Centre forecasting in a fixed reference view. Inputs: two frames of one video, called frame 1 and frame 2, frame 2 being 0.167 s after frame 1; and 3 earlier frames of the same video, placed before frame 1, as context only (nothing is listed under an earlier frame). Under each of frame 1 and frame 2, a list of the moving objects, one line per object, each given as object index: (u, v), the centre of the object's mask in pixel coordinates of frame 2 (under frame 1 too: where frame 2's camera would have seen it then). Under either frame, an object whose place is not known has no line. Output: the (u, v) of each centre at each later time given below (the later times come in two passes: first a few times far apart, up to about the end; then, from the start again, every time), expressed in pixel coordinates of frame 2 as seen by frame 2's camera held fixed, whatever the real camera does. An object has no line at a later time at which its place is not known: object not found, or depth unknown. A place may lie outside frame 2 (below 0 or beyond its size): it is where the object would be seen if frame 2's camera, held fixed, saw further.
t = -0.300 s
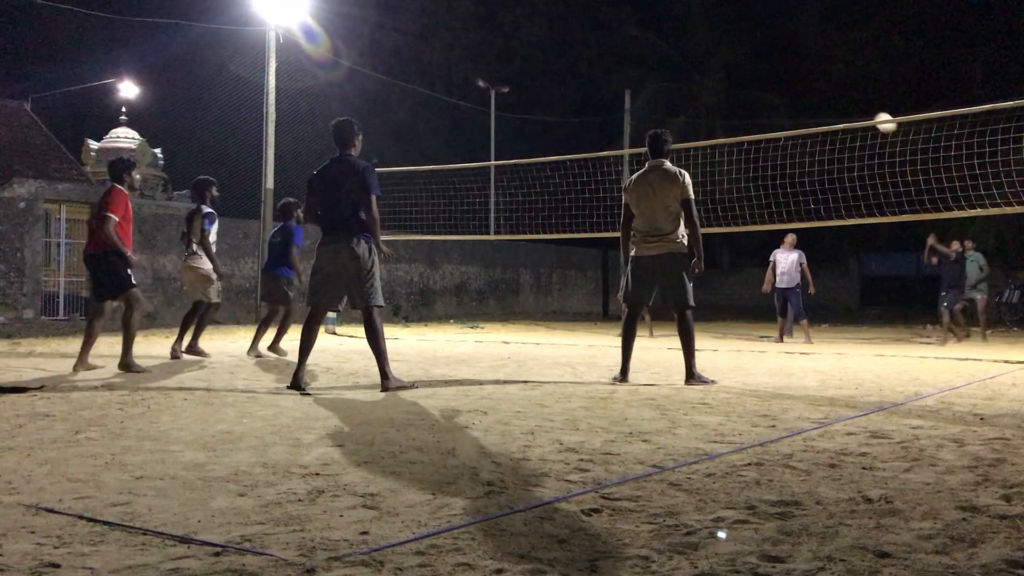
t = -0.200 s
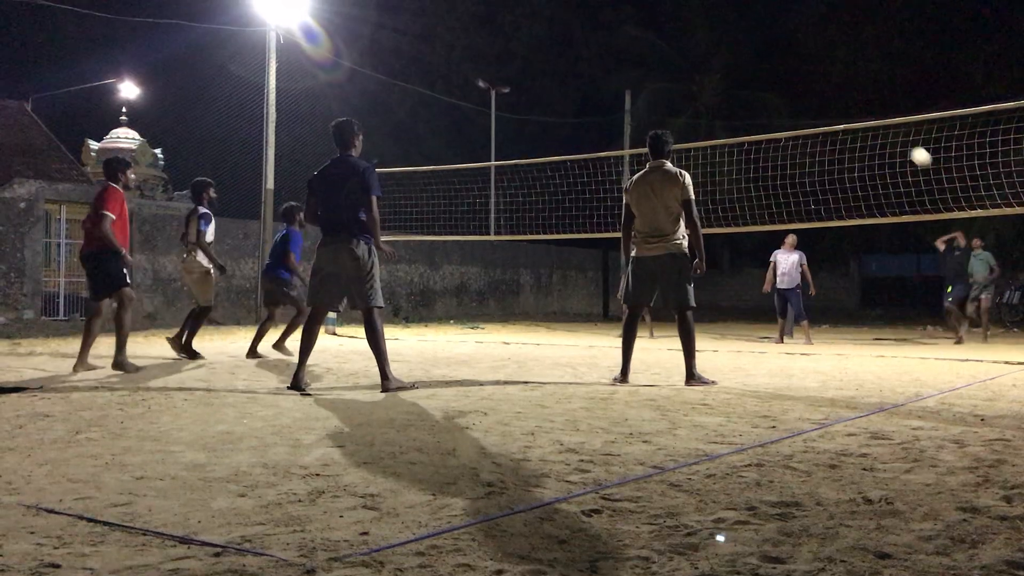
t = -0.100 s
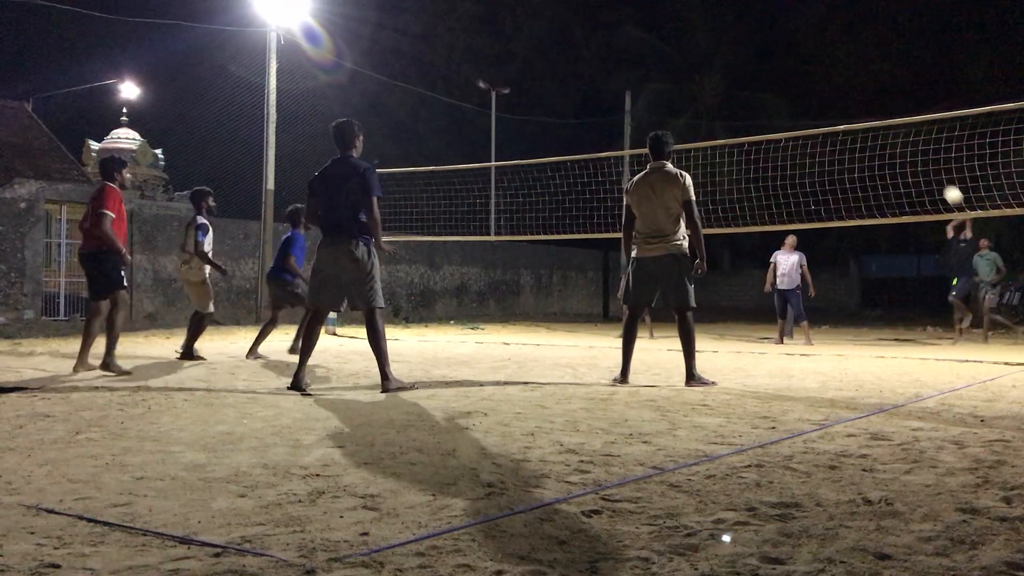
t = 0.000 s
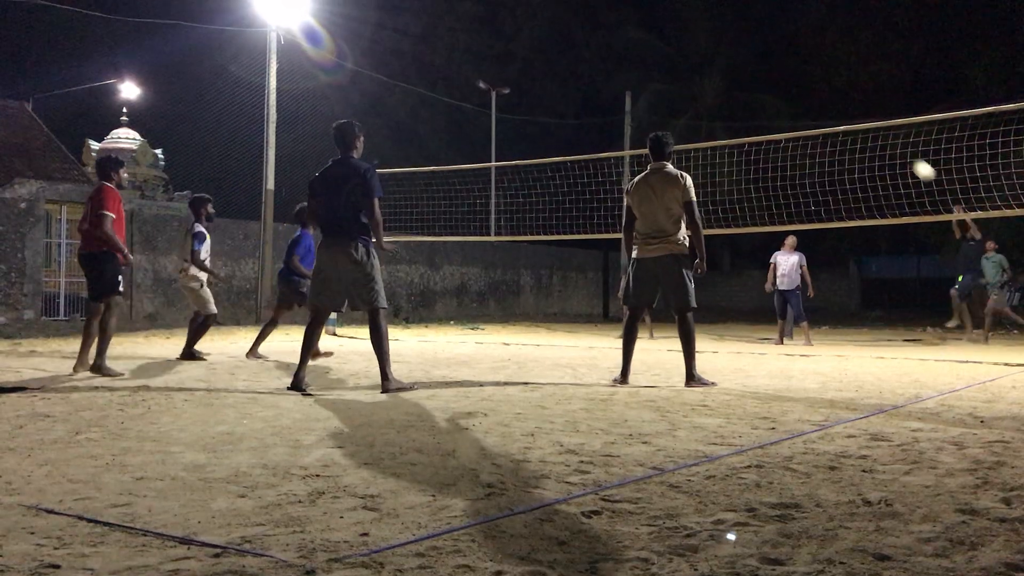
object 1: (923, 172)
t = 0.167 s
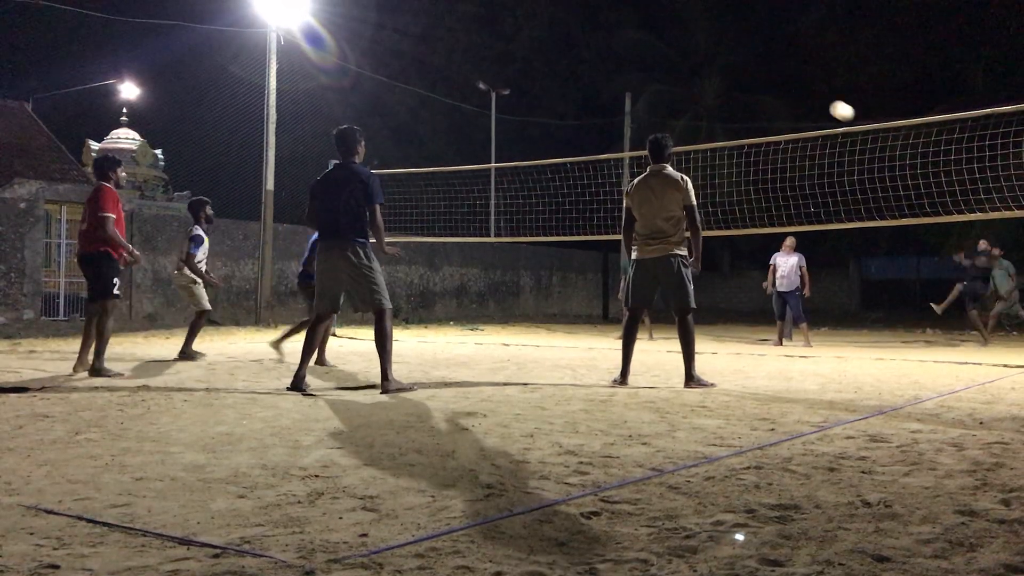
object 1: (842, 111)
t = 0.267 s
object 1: (789, 82)
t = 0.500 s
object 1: (654, 42)
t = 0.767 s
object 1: (474, 51)
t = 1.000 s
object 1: (290, 118)
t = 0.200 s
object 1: (825, 101)
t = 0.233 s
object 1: (807, 91)
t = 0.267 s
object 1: (789, 82)
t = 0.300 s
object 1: (771, 74)
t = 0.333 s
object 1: (752, 67)
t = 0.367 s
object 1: (734, 60)
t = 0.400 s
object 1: (715, 55)
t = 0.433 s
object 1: (695, 50)
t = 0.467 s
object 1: (675, 45)
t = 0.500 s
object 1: (654, 42)
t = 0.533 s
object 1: (634, 39)
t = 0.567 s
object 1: (612, 38)
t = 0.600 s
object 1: (590, 37)
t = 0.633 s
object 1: (568, 38)
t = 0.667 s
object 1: (545, 40)
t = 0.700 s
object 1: (522, 42)
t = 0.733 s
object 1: (498, 46)
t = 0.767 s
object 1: (474, 51)
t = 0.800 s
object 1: (449, 57)
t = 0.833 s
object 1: (424, 63)
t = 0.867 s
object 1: (398, 72)
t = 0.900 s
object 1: (370, 82)
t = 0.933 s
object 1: (344, 92)
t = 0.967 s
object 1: (317, 105)
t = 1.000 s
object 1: (290, 118)
